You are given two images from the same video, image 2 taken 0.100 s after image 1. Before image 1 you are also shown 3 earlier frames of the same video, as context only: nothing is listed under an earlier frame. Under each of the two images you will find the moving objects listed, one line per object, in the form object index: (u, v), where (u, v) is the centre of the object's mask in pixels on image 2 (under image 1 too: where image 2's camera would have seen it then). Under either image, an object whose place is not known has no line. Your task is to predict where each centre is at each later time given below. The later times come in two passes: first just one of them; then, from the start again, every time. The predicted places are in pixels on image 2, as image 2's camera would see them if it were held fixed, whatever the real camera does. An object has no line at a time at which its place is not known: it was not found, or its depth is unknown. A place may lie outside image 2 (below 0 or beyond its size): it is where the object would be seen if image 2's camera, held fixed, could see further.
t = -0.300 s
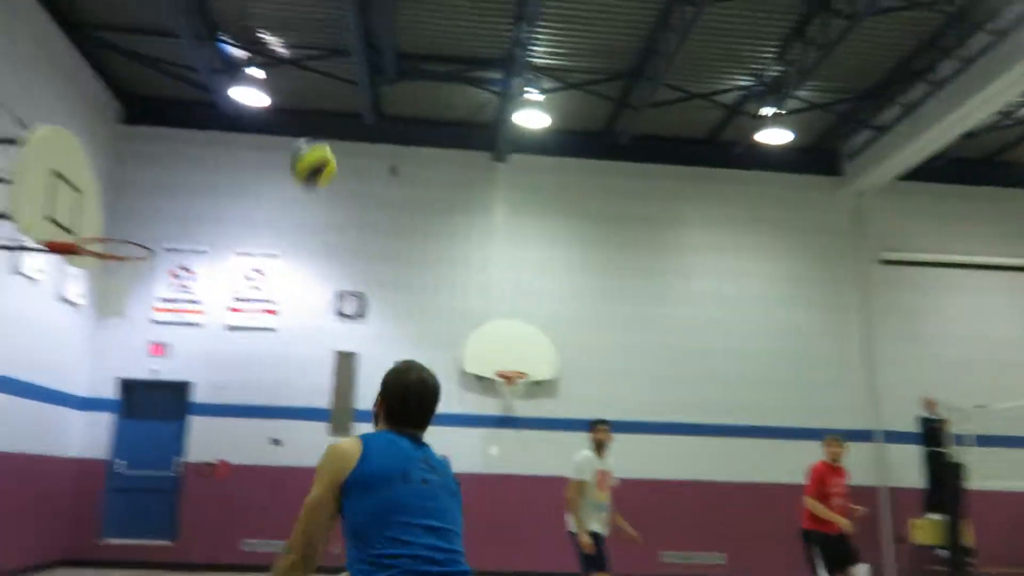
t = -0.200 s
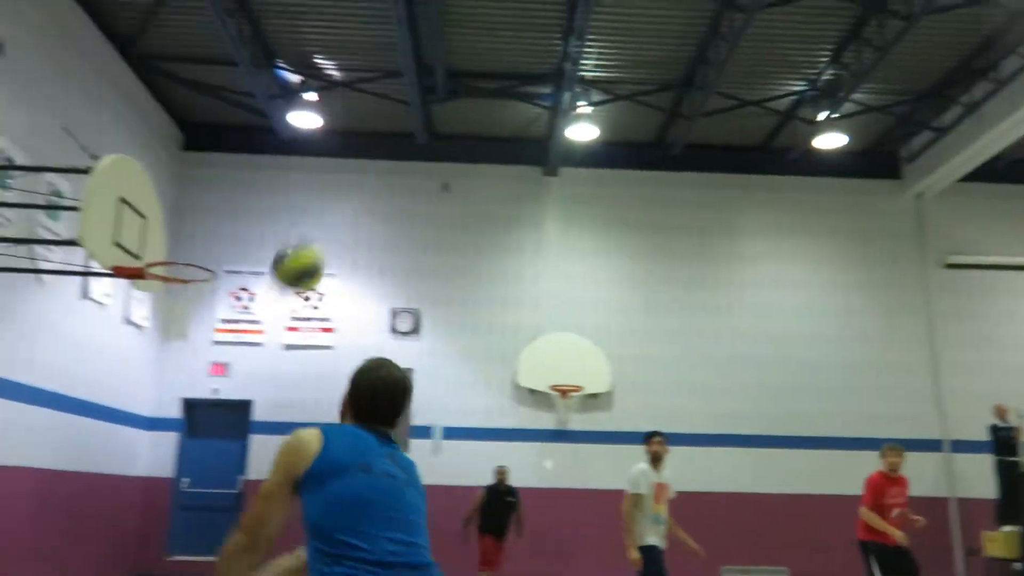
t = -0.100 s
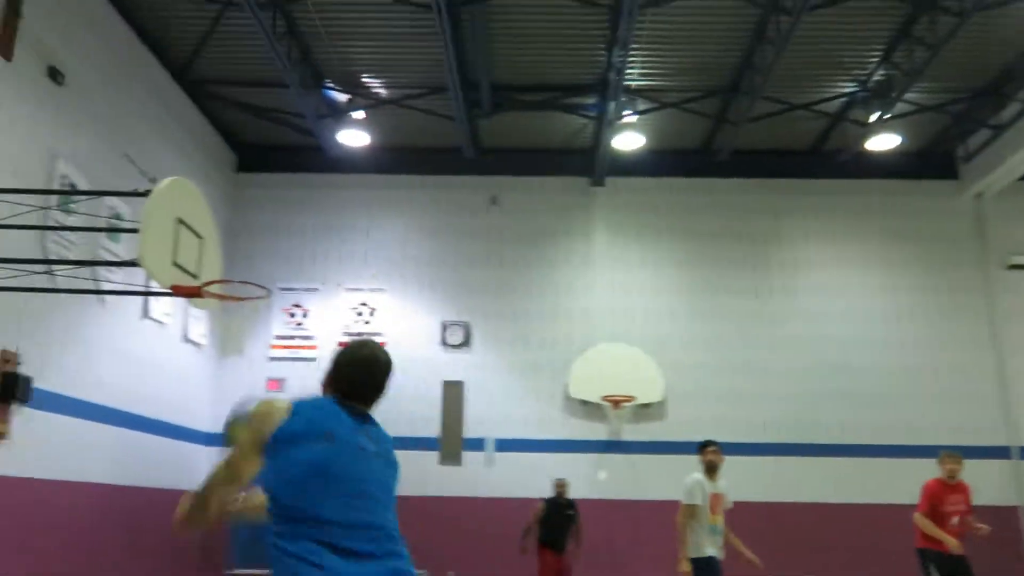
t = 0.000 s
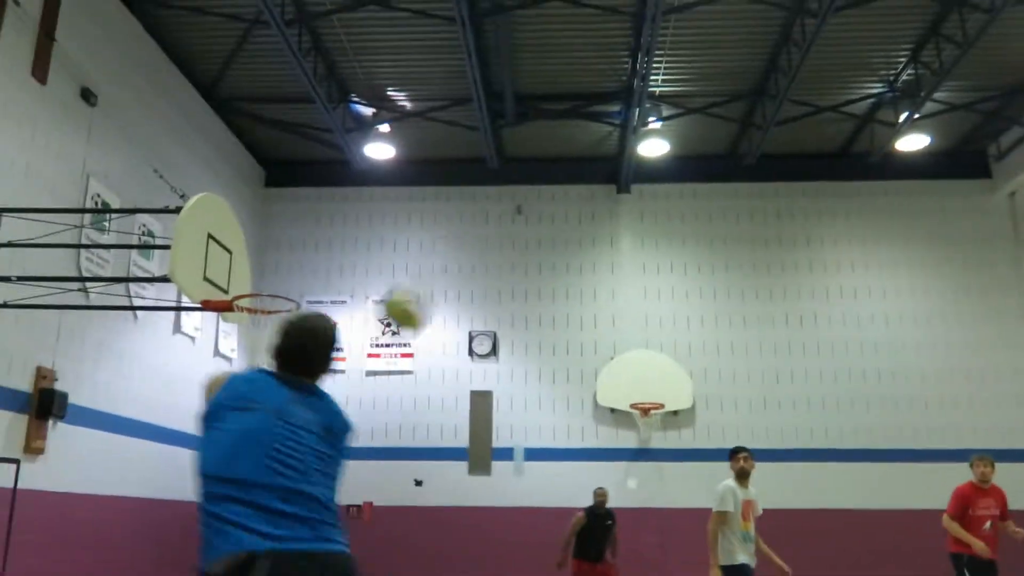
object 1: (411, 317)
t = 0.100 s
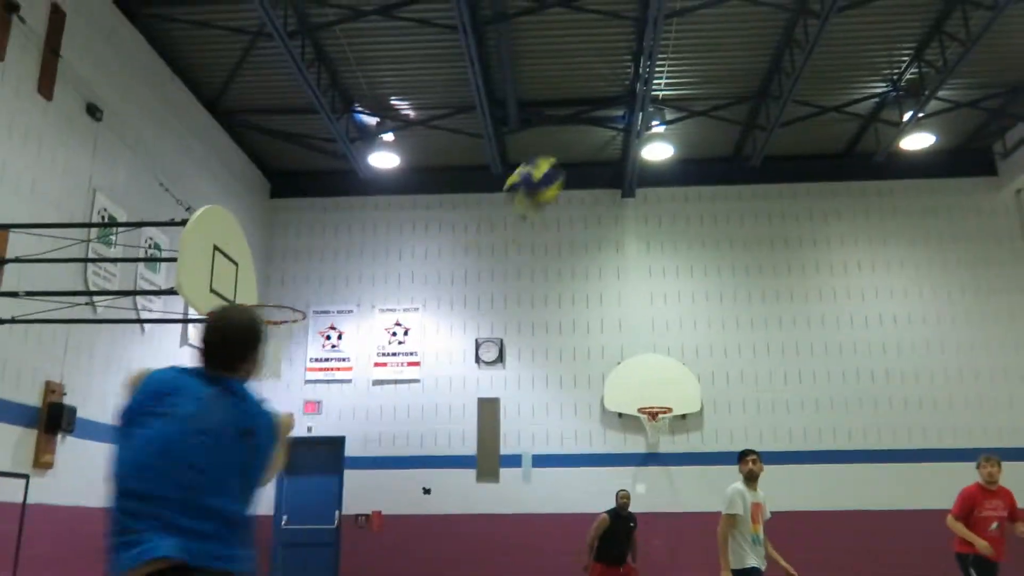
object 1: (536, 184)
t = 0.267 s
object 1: (691, 55)
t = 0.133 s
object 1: (570, 152)
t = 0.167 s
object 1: (605, 122)
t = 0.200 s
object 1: (635, 100)
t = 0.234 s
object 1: (663, 75)
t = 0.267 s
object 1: (691, 55)
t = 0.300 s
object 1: (718, 40)
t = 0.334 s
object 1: (744, 25)
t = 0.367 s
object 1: (765, 13)
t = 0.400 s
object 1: (788, 4)
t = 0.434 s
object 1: (811, -2)
